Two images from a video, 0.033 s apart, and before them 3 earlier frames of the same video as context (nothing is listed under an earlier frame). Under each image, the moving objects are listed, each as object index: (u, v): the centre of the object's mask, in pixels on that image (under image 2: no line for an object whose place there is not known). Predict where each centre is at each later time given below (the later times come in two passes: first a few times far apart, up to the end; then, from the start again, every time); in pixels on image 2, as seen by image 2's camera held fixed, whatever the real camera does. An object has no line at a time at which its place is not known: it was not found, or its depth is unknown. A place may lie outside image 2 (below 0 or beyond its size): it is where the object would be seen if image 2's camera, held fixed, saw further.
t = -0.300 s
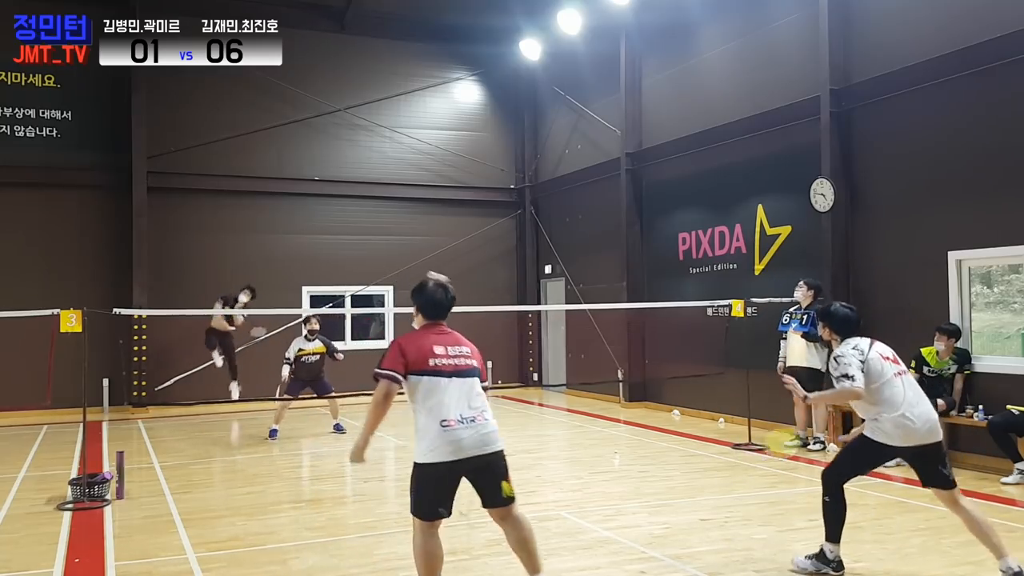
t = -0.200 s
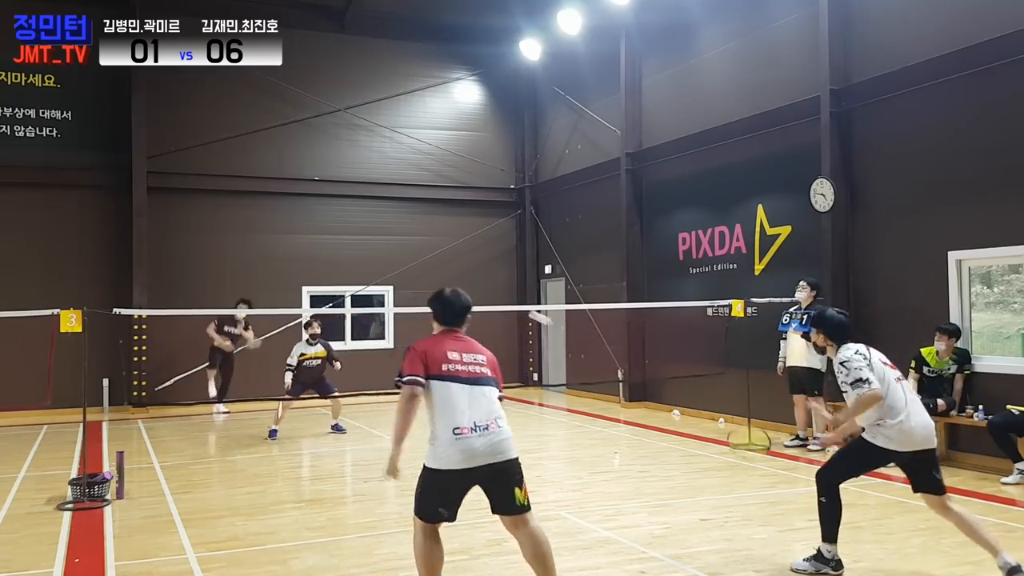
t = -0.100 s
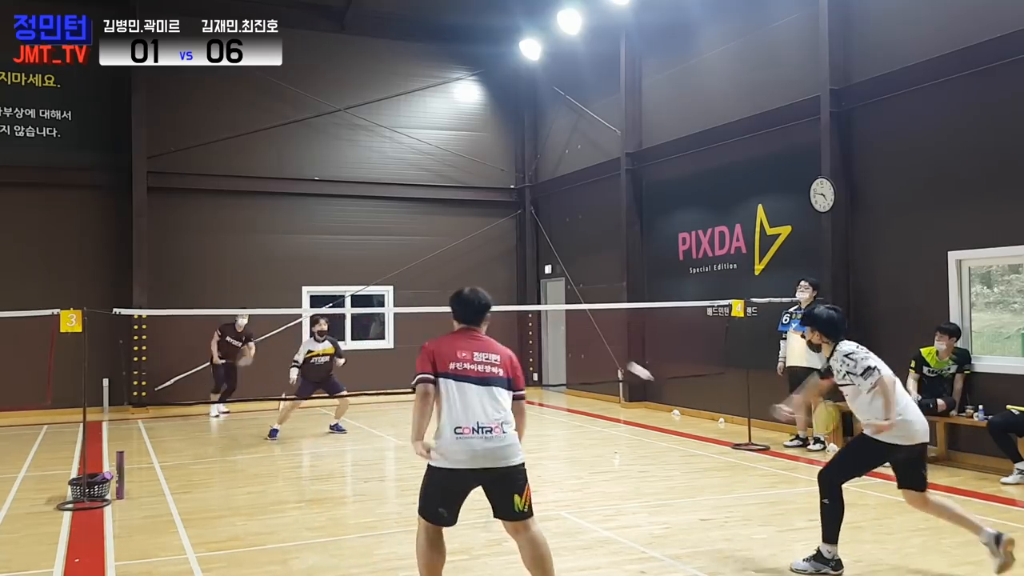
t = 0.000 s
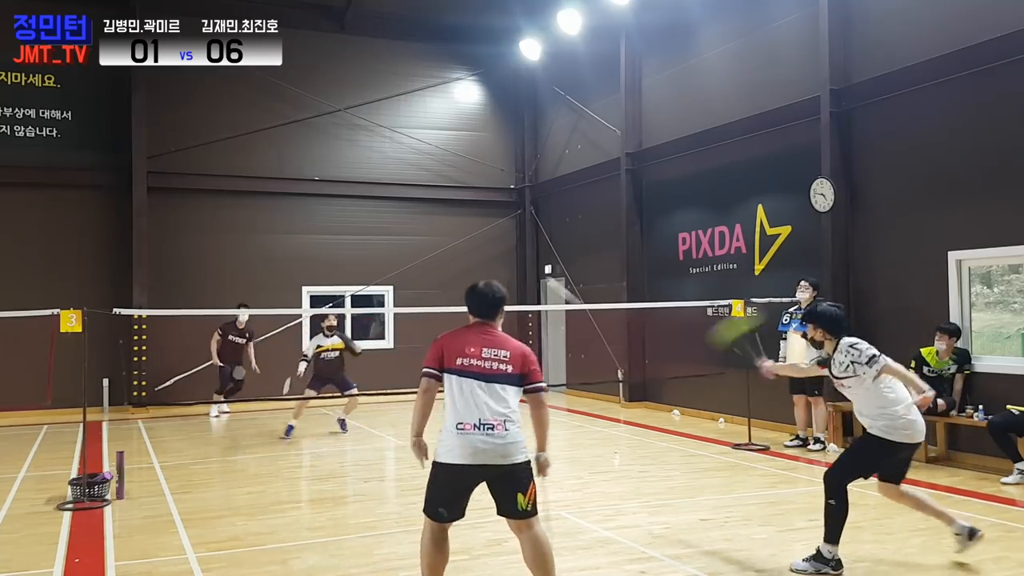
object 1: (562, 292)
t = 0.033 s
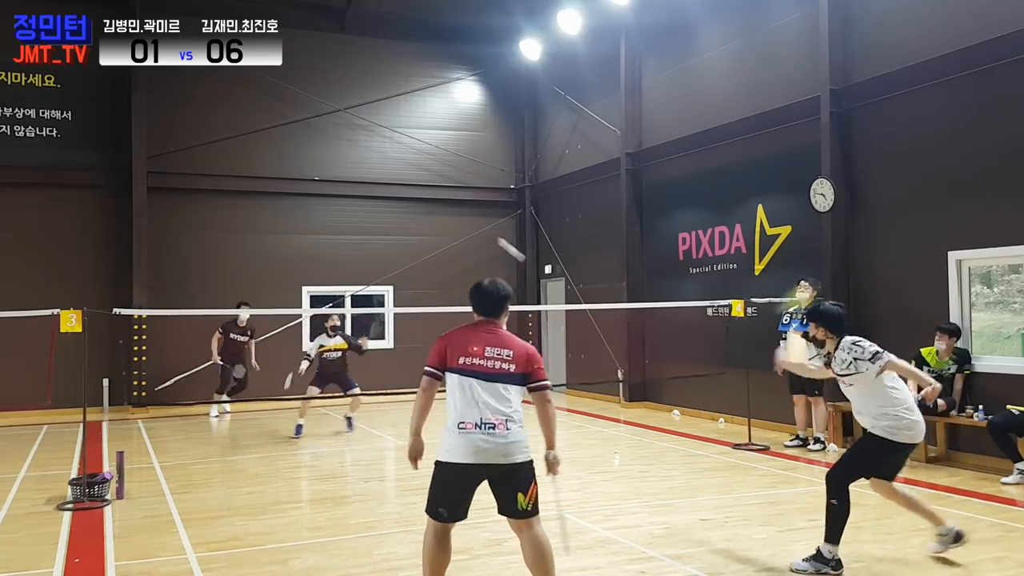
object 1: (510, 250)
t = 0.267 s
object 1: (360, 142)
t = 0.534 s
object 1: (301, 139)
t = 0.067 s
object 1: (472, 219)
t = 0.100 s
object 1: (444, 196)
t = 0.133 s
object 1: (421, 179)
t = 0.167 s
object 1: (402, 166)
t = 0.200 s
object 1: (386, 156)
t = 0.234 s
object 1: (373, 148)
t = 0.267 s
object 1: (360, 142)
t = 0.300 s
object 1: (350, 137)
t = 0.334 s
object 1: (343, 135)
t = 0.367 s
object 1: (333, 133)
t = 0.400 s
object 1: (325, 132)
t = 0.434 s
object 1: (318, 133)
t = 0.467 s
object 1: (312, 134)
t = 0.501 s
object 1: (306, 136)
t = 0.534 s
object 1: (301, 139)
